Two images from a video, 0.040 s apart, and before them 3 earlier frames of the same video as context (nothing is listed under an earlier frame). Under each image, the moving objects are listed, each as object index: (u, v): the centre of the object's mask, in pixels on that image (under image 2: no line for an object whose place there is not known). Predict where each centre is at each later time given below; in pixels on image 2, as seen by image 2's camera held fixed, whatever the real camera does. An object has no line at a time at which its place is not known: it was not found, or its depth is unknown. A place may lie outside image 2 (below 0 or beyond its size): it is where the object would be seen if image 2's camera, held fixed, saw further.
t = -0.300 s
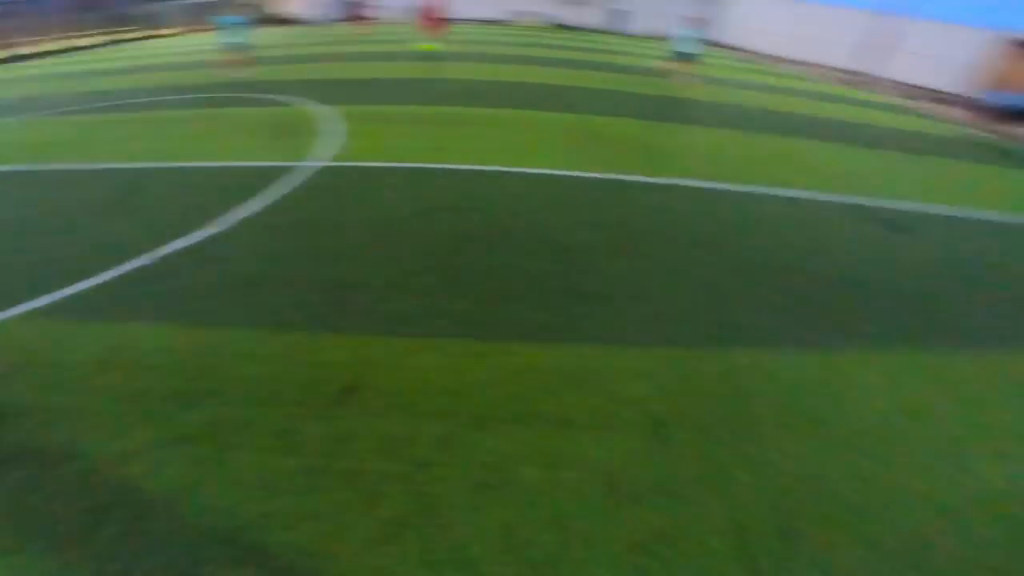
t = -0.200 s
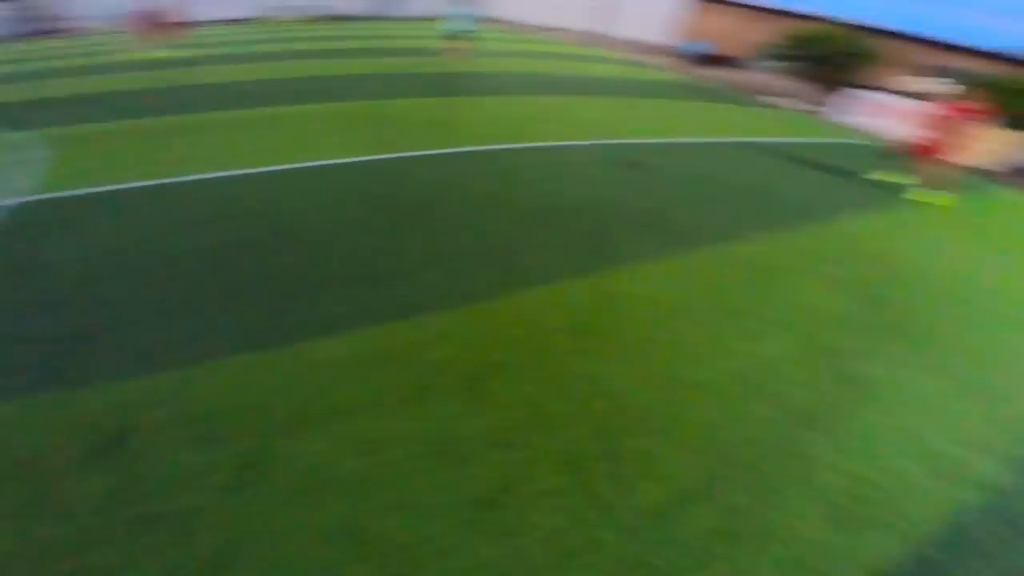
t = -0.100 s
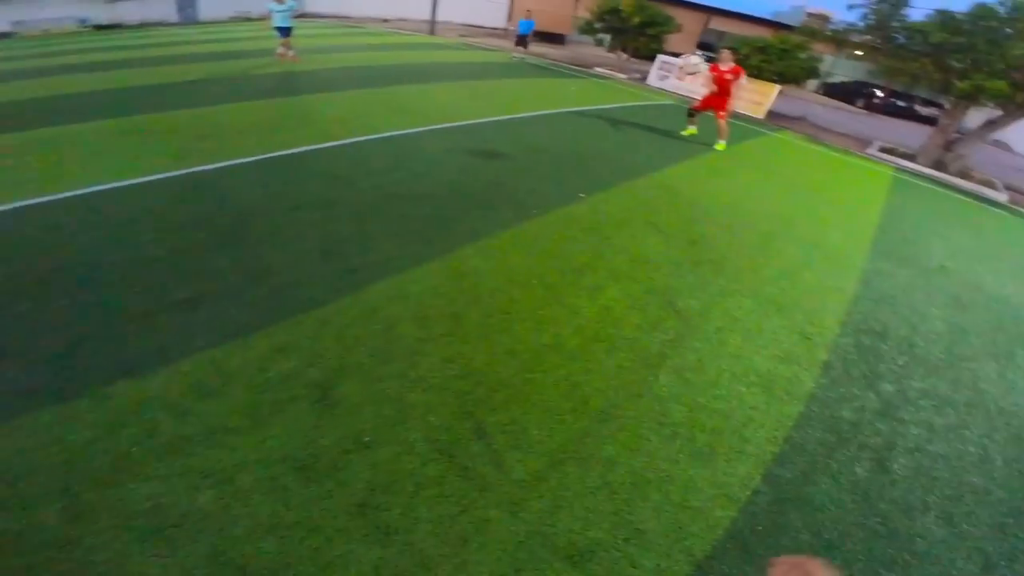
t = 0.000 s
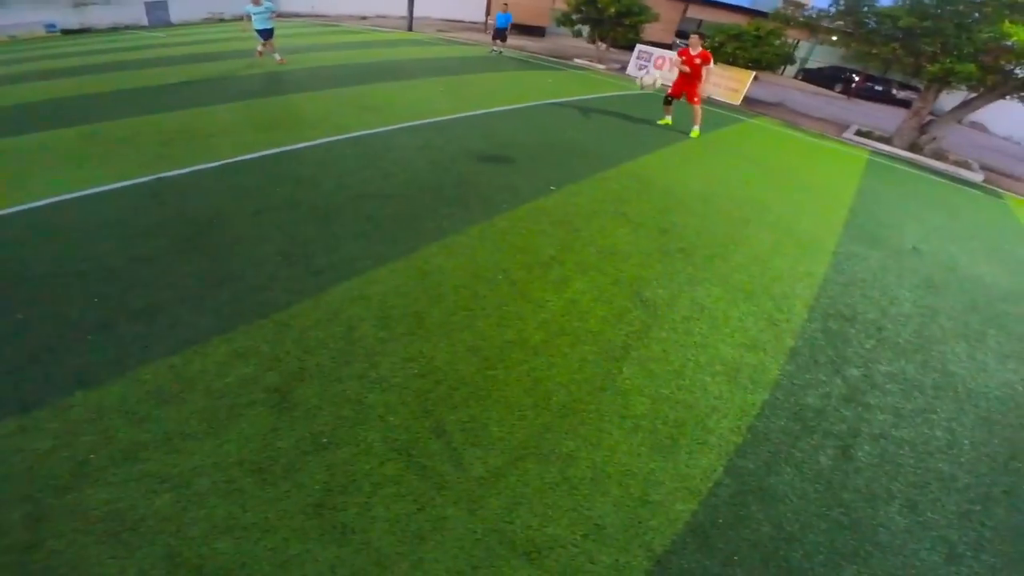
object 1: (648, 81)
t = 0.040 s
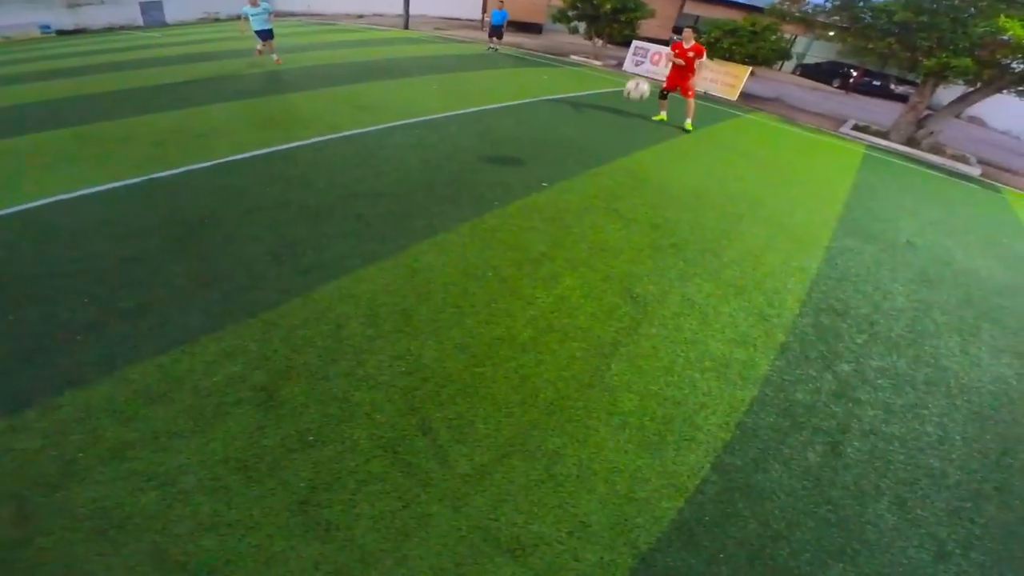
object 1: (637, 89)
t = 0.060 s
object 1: (633, 96)
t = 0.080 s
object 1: (630, 103)
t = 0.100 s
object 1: (627, 111)
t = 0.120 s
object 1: (623, 119)
